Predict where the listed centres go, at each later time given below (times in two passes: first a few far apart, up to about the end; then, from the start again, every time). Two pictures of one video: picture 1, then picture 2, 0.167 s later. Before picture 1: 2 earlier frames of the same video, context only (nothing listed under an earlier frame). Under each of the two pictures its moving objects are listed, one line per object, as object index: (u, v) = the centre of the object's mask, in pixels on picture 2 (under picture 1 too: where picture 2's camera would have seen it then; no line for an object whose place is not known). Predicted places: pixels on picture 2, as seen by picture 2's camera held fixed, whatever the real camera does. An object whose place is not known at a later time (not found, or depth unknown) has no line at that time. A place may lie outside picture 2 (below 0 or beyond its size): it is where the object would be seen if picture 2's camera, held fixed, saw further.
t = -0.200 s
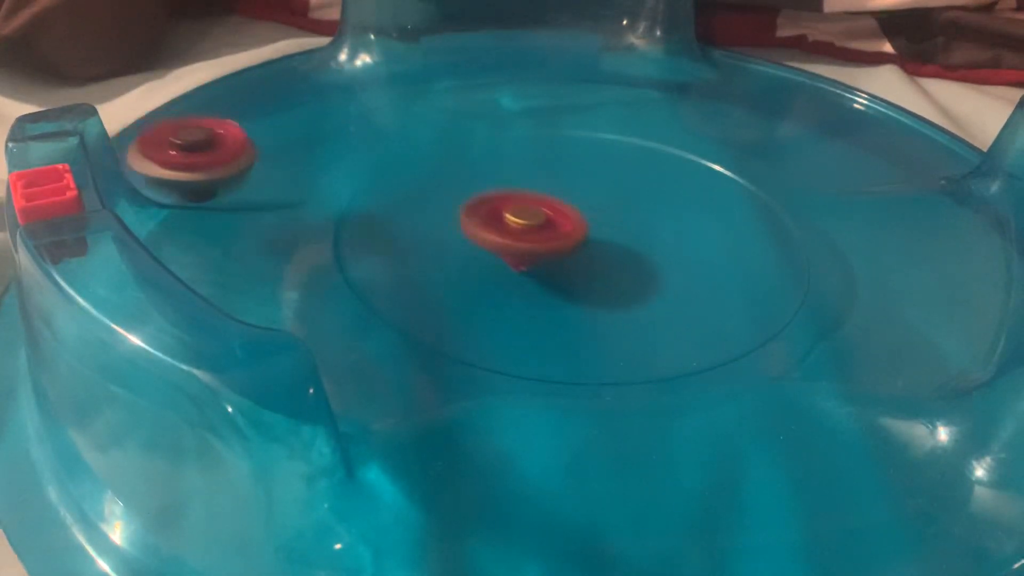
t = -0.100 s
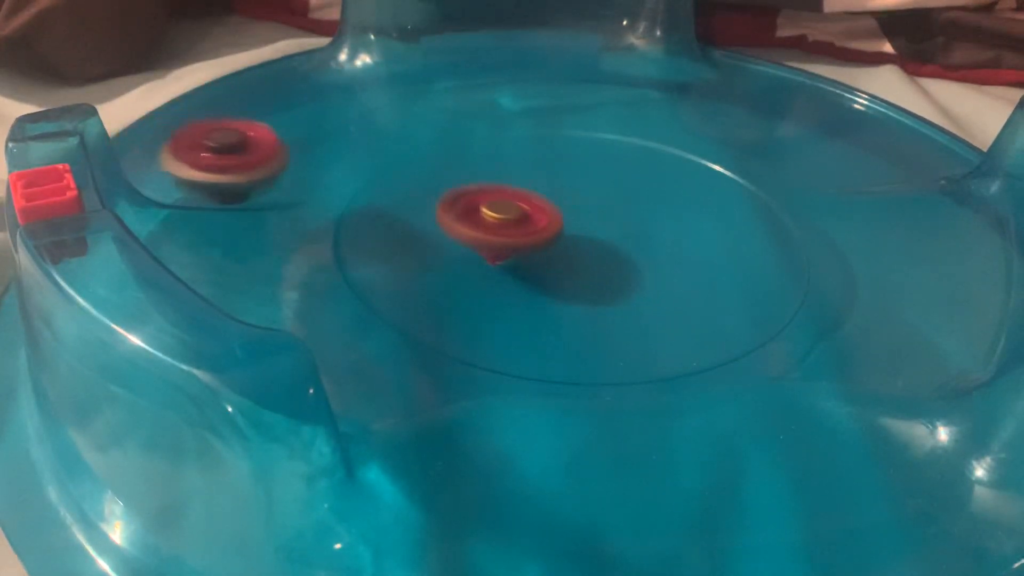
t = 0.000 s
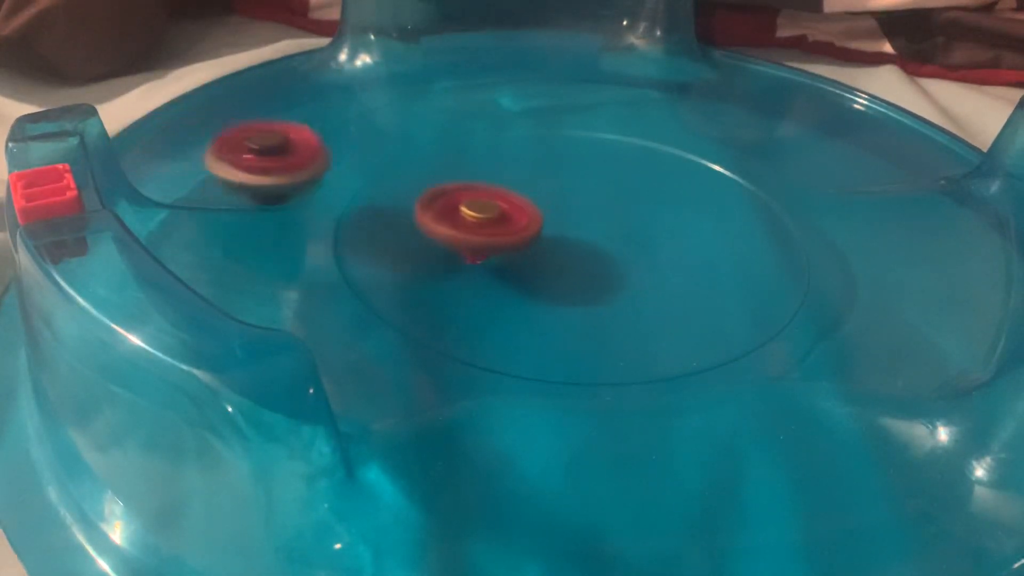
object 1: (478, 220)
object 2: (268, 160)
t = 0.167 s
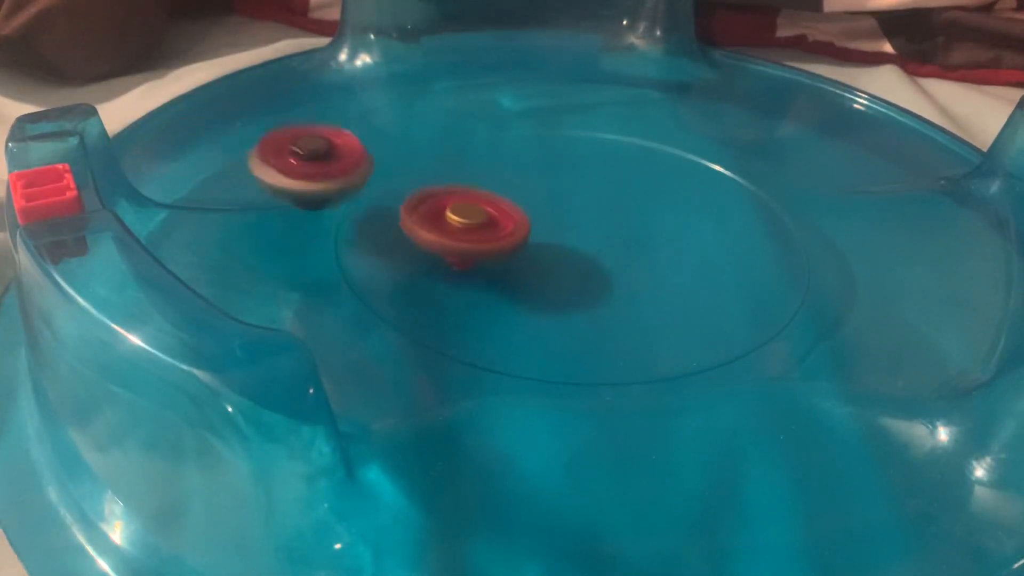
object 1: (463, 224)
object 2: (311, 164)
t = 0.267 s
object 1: (479, 227)
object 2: (328, 185)
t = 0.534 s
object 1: (637, 177)
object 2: (244, 208)
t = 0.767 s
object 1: (397, 100)
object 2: (354, 261)
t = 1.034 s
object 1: (218, 135)
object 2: (534, 273)
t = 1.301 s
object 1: (227, 149)
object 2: (594, 218)
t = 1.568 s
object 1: (321, 165)
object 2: (564, 166)
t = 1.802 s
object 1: (503, 263)
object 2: (519, 144)
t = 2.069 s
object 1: (706, 167)
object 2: (496, 170)
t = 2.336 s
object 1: (361, 86)
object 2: (533, 208)
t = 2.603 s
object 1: (145, 135)
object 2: (603, 226)
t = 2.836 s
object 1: (168, 143)
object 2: (647, 223)
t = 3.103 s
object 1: (247, 156)
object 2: (643, 213)
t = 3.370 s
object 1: (405, 225)
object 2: (596, 223)
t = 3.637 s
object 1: (724, 269)
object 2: (582, 229)
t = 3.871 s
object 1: (618, 103)
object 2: (555, 249)
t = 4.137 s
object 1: (449, 301)
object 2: (552, 260)
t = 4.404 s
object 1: (710, 128)
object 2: (550, 260)
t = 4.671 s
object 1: (370, 248)
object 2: (536, 244)
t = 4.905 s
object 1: (803, 212)
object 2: (509, 228)
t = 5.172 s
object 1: (377, 144)
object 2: (479, 215)
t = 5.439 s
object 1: (777, 281)
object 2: (474, 208)
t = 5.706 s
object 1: (486, 102)
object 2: (481, 209)
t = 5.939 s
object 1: (530, 321)
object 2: (514, 209)
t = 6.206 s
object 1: (702, 124)
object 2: (547, 202)
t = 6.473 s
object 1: (364, 240)
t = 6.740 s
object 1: (803, 207)
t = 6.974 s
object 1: (439, 114)
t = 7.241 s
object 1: (655, 325)
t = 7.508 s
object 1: (639, 106)
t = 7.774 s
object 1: (391, 266)
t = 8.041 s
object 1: (797, 194)
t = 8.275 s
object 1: (434, 116)
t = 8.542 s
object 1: (631, 327)
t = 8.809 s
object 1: (676, 116)
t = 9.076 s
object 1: (355, 227)
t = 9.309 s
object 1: (786, 271)
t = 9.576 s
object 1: (543, 98)
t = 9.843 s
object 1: (451, 300)
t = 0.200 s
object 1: (464, 225)
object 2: (319, 171)
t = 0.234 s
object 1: (466, 226)
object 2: (331, 180)
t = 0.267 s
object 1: (479, 227)
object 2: (328, 185)
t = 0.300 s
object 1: (525, 236)
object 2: (293, 180)
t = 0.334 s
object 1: (565, 239)
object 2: (267, 174)
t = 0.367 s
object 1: (596, 238)
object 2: (249, 173)
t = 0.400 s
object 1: (620, 234)
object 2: (240, 175)
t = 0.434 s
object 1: (636, 224)
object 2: (236, 181)
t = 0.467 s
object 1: (645, 211)
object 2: (235, 188)
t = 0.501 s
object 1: (645, 195)
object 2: (239, 199)
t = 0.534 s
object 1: (637, 177)
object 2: (244, 208)
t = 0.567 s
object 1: (621, 161)
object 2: (253, 217)
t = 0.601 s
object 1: (595, 142)
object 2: (265, 224)
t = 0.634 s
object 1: (563, 124)
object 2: (279, 232)
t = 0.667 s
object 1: (525, 109)
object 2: (296, 240)
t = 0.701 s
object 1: (482, 96)
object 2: (315, 248)
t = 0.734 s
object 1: (442, 97)
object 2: (334, 253)
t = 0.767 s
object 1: (397, 100)
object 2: (354, 261)
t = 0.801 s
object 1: (352, 107)
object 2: (375, 268)
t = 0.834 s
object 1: (312, 114)
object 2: (398, 275)
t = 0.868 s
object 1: (279, 120)
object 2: (428, 283)
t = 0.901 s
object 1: (252, 125)
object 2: (457, 287)
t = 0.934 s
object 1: (233, 129)
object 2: (481, 285)
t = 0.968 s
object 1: (223, 131)
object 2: (501, 283)
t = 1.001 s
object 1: (219, 133)
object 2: (518, 278)
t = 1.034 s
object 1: (218, 135)
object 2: (534, 273)
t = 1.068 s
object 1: (218, 136)
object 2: (546, 267)
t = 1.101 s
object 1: (219, 138)
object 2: (558, 262)
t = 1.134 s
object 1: (220, 139)
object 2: (569, 255)
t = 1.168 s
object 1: (220, 141)
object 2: (577, 248)
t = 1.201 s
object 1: (221, 143)
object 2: (585, 241)
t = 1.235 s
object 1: (223, 145)
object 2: (589, 233)
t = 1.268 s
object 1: (225, 147)
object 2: (592, 226)
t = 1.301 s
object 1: (227, 149)
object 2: (594, 218)
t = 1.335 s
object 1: (228, 151)
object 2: (594, 211)
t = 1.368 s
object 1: (231, 153)
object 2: (593, 204)
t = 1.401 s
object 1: (236, 156)
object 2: (591, 197)
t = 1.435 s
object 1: (250, 157)
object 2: (587, 189)
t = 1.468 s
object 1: (272, 158)
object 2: (583, 183)
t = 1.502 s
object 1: (293, 158)
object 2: (577, 177)
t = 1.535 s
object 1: (308, 159)
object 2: (570, 170)
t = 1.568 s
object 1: (321, 165)
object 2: (564, 166)
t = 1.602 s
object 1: (338, 176)
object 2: (558, 162)
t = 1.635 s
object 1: (360, 195)
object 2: (551, 157)
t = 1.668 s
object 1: (388, 215)
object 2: (545, 153)
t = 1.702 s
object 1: (415, 232)
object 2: (538, 150)
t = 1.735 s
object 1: (443, 245)
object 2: (531, 147)
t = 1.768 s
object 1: (472, 255)
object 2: (525, 145)
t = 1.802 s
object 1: (503, 263)
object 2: (519, 144)
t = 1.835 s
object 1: (537, 267)
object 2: (513, 145)
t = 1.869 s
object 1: (574, 268)
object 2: (507, 146)
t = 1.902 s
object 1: (611, 263)
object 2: (502, 149)
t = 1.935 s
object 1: (646, 253)
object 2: (498, 153)
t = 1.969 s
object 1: (676, 238)
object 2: (495, 158)
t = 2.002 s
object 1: (698, 218)
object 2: (495, 162)
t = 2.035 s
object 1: (708, 194)
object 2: (495, 166)
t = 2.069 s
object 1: (706, 167)
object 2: (496, 170)
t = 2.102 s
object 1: (691, 140)
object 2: (497, 175)
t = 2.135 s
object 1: (664, 116)
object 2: (500, 180)
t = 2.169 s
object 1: (628, 98)
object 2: (503, 185)
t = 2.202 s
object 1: (583, 86)
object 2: (508, 191)
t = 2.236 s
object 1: (533, 77)
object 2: (512, 195)
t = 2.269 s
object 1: (475, 72)
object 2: (519, 200)
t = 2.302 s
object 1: (422, 73)
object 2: (526, 204)
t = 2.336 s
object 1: (361, 86)
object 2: (533, 208)
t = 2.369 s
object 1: (308, 95)
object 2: (541, 212)
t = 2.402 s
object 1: (259, 102)
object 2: (551, 215)
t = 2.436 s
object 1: (219, 110)
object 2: (559, 219)
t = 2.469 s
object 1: (183, 117)
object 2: (568, 221)
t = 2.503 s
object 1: (159, 123)
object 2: (578, 223)
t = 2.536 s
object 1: (149, 131)
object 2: (587, 224)
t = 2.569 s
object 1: (145, 135)
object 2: (595, 225)
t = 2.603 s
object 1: (145, 135)
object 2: (603, 226)
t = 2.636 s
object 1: (147, 137)
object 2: (611, 226)
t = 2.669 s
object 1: (150, 138)
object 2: (618, 226)
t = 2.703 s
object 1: (153, 139)
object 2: (625, 226)
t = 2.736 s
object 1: (156, 140)
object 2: (631, 225)
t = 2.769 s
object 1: (161, 139)
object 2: (638, 225)
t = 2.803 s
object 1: (164, 141)
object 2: (642, 223)
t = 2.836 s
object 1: (168, 143)
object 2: (647, 223)
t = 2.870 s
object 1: (173, 145)
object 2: (651, 220)
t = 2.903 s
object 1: (177, 148)
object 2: (653, 219)
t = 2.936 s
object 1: (181, 150)
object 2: (653, 218)
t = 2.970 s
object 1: (186, 152)
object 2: (653, 217)
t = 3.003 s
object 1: (194, 154)
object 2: (652, 216)
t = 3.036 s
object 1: (210, 155)
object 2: (650, 215)
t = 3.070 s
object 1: (230, 155)
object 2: (647, 214)
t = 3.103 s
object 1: (247, 156)
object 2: (643, 213)
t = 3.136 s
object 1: (263, 157)
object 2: (638, 213)
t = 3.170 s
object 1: (281, 158)
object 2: (634, 214)
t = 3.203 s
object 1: (297, 159)
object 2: (628, 214)
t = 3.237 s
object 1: (311, 161)
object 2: (622, 215)
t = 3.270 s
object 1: (327, 170)
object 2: (616, 216)
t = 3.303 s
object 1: (350, 186)
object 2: (610, 218)
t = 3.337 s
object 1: (375, 206)
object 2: (603, 222)
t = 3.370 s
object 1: (405, 225)
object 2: (596, 223)
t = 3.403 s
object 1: (438, 243)
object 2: (590, 225)
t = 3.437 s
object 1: (479, 261)
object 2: (587, 227)
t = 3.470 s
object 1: (512, 276)
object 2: (595, 224)
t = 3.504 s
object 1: (548, 288)
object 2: (599, 222)
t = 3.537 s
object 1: (591, 294)
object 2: (596, 221)
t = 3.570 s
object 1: (638, 293)
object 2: (590, 223)
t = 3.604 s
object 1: (682, 285)
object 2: (585, 226)
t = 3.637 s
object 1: (724, 269)
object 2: (582, 229)
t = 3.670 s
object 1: (754, 246)
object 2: (577, 232)
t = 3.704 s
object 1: (771, 218)
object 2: (570, 236)
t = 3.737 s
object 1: (770, 188)
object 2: (566, 238)
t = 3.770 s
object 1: (753, 158)
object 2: (564, 241)
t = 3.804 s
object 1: (722, 130)
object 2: (562, 244)
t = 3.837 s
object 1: (676, 113)
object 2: (558, 247)
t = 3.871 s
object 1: (618, 103)
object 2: (555, 249)
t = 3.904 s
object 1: (554, 97)
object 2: (554, 250)
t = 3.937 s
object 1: (488, 103)
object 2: (553, 254)
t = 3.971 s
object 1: (426, 117)
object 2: (552, 256)
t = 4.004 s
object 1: (377, 143)
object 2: (550, 258)
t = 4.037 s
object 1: (350, 177)
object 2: (548, 259)
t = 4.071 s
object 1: (352, 220)
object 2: (548, 259)
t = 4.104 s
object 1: (385, 263)
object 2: (549, 261)
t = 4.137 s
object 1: (449, 301)
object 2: (552, 260)
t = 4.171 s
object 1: (551, 328)
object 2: (549, 259)
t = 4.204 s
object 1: (647, 327)
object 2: (547, 261)
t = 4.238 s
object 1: (727, 308)
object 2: (548, 263)
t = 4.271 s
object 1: (786, 274)
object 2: (549, 263)
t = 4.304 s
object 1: (807, 234)
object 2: (549, 263)
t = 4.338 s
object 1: (794, 192)
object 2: (550, 262)
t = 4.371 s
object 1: (759, 155)
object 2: (551, 262)
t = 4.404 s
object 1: (710, 128)
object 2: (550, 260)
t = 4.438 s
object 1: (646, 108)
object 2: (550, 258)
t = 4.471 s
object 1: (576, 98)
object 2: (549, 257)
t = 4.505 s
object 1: (509, 99)
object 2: (547, 255)
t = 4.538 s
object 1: (445, 111)
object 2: (545, 252)
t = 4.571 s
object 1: (392, 134)
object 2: (544, 250)
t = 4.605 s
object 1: (357, 166)
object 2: (543, 249)
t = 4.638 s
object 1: (346, 205)
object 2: (541, 247)
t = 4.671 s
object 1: (370, 248)
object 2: (536, 244)
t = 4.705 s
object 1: (425, 288)
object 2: (534, 240)
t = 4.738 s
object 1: (511, 317)
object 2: (530, 236)
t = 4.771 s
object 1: (611, 327)
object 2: (526, 235)
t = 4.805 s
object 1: (700, 316)
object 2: (523, 234)
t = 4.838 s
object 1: (767, 289)
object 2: (518, 232)
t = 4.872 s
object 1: (802, 252)
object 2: (513, 230)
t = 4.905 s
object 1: (803, 212)
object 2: (509, 228)
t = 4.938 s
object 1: (780, 173)
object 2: (505, 227)
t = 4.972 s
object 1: (737, 142)
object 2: (500, 225)
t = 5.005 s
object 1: (683, 117)
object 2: (495, 224)
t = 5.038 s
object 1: (619, 103)
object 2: (491, 222)
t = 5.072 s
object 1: (552, 97)
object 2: (488, 221)
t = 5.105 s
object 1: (486, 102)
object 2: (485, 219)
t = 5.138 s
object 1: (425, 118)
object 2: (481, 217)
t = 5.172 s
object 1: (377, 144)
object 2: (479, 215)
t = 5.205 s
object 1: (350, 177)
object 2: (481, 215)
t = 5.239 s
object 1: (351, 217)
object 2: (481, 215)
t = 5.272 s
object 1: (383, 260)
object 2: (479, 213)
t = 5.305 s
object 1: (449, 298)
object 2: (478, 212)
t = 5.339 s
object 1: (539, 321)
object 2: (477, 211)
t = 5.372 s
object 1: (637, 326)
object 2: (476, 210)
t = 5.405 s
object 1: (722, 310)
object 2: (475, 209)
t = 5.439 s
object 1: (777, 281)
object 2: (474, 208)
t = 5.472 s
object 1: (805, 245)
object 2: (473, 208)
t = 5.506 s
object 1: (802, 206)
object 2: (472, 208)
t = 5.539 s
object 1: (777, 170)
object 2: (472, 208)
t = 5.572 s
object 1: (734, 139)
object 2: (472, 207)
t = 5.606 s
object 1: (682, 117)
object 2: (473, 208)
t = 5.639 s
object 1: (617, 103)
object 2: (474, 209)
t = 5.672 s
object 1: (551, 97)
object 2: (477, 209)
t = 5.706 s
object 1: (486, 102)
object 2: (481, 209)
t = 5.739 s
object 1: (427, 118)
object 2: (484, 210)
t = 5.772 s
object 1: (377, 143)
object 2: (487, 208)
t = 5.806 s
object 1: (351, 176)
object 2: (494, 208)
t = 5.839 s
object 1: (351, 217)
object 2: (500, 209)
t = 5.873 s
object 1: (381, 258)
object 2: (503, 209)
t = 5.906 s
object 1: (441, 295)
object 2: (507, 209)
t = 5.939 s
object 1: (530, 321)
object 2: (514, 209)
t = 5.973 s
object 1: (627, 327)
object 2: (518, 209)
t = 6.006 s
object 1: (709, 314)
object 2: (522, 208)
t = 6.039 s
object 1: (770, 288)
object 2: (527, 207)
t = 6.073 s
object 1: (801, 255)
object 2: (531, 206)
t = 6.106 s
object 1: (806, 217)
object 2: (535, 205)
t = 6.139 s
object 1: (788, 180)
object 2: (540, 204)
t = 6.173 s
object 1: (750, 150)
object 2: (544, 204)
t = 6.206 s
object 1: (702, 124)
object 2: (547, 202)
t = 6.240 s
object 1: (642, 106)
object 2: (550, 201)
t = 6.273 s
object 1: (576, 98)
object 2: (554, 199)
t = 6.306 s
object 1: (511, 99)
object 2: (557, 197)
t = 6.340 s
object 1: (449, 111)
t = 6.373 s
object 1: (396, 131)
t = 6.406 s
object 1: (360, 161)
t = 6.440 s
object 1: (347, 197)
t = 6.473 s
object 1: (364, 240)
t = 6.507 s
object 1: (409, 279)
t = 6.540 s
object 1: (481, 310)
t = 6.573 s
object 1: (570, 327)
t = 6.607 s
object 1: (659, 325)
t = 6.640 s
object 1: (734, 307)
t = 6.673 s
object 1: (782, 279)
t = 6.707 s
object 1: (805, 244)
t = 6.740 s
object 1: (803, 207)
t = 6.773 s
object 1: (781, 172)
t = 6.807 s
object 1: (739, 142)
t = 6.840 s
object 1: (688, 119)
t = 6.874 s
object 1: (628, 104)
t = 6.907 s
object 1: (563, 98)
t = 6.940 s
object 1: (500, 101)
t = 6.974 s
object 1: (439, 114)
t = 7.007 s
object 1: (389, 137)
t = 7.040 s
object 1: (358, 166)
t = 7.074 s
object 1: (348, 203)
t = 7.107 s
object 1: (367, 244)
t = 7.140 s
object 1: (412, 280)
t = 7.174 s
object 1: (480, 310)
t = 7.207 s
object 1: (570, 327)
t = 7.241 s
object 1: (655, 325)
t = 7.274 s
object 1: (727, 309)
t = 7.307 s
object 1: (778, 282)
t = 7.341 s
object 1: (805, 249)
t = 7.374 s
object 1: (806, 212)
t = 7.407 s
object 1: (785, 176)
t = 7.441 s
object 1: (747, 147)
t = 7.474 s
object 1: (697, 121)
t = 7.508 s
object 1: (639, 106)
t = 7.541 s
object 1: (575, 98)
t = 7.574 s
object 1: (513, 100)
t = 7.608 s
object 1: (453, 110)
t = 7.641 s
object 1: (403, 128)
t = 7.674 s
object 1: (365, 156)
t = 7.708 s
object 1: (346, 188)
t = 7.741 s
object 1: (355, 227)
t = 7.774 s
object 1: (391, 266)
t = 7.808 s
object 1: (447, 298)
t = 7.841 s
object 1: (530, 322)
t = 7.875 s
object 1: (620, 327)
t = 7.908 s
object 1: (693, 318)
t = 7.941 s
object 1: (755, 296)
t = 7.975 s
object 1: (795, 265)
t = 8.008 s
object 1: (807, 228)
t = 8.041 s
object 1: (797, 194)
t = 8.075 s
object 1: (767, 161)
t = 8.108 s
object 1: (725, 134)
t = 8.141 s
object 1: (670, 114)
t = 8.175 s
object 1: (610, 102)
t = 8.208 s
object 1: (549, 98)
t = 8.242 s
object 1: (490, 102)
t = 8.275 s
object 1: (434, 116)
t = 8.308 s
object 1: (387, 138)
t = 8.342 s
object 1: (357, 166)
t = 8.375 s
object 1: (346, 201)
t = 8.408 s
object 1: (362, 239)
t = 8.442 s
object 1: (402, 276)
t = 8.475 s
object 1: (464, 304)
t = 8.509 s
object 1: (547, 324)
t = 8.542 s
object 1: (631, 327)
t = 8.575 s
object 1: (709, 314)
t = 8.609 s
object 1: (765, 291)
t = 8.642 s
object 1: (797, 260)
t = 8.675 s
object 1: (806, 225)
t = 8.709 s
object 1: (794, 192)
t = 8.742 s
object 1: (767, 162)
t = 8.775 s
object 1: (726, 136)
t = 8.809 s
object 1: (676, 116)
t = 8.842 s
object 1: (619, 102)
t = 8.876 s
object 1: (559, 98)
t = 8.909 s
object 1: (500, 101)
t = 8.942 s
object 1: (445, 112)
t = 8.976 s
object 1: (397, 132)
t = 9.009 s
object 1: (362, 158)
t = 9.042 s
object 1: (346, 190)
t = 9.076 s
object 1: (355, 227)
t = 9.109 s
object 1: (389, 265)
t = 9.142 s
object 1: (448, 297)
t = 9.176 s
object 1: (524, 320)
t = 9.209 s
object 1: (608, 327)
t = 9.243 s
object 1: (685, 320)
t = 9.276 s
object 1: (747, 299)
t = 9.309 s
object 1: (786, 271)
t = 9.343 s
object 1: (801, 240)
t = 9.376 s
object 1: (797, 208)
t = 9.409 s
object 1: (778, 177)
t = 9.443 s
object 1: (747, 152)
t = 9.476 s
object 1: (706, 129)
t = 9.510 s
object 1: (656, 111)
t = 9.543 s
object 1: (601, 100)
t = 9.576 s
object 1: (543, 98)
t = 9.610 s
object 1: (488, 102)
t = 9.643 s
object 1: (433, 115)
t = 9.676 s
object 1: (388, 136)
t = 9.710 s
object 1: (358, 163)
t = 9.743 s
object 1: (346, 196)
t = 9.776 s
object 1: (357, 232)
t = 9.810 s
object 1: (394, 268)
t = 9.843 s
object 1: (451, 300)
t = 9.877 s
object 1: (526, 321)
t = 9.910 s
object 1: (611, 328)
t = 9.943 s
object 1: (686, 319)
